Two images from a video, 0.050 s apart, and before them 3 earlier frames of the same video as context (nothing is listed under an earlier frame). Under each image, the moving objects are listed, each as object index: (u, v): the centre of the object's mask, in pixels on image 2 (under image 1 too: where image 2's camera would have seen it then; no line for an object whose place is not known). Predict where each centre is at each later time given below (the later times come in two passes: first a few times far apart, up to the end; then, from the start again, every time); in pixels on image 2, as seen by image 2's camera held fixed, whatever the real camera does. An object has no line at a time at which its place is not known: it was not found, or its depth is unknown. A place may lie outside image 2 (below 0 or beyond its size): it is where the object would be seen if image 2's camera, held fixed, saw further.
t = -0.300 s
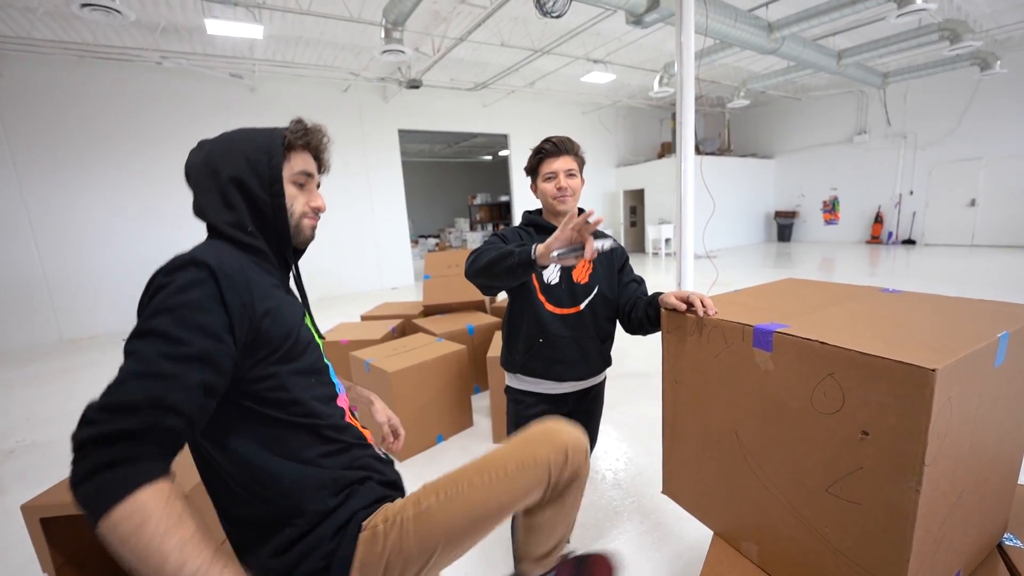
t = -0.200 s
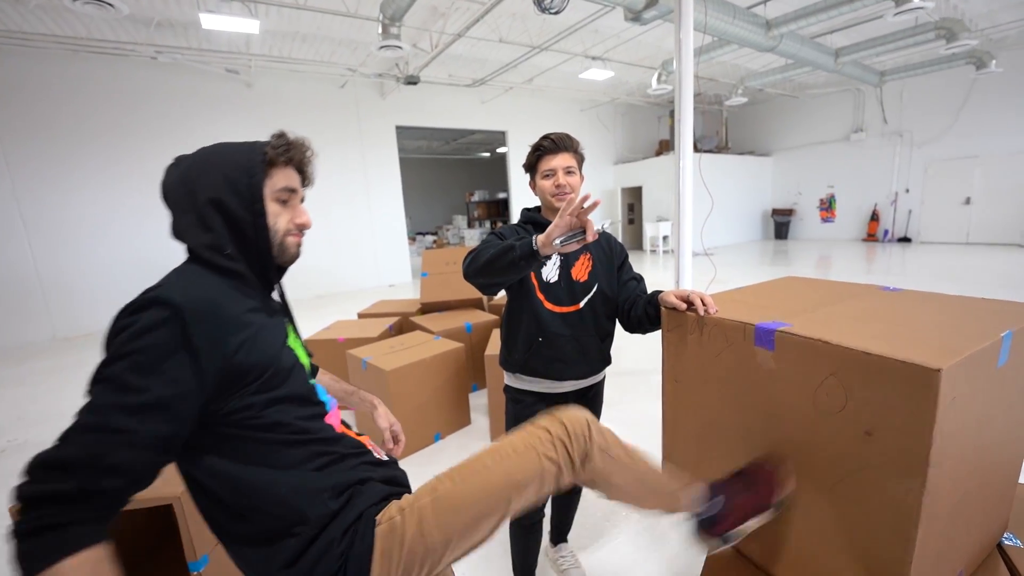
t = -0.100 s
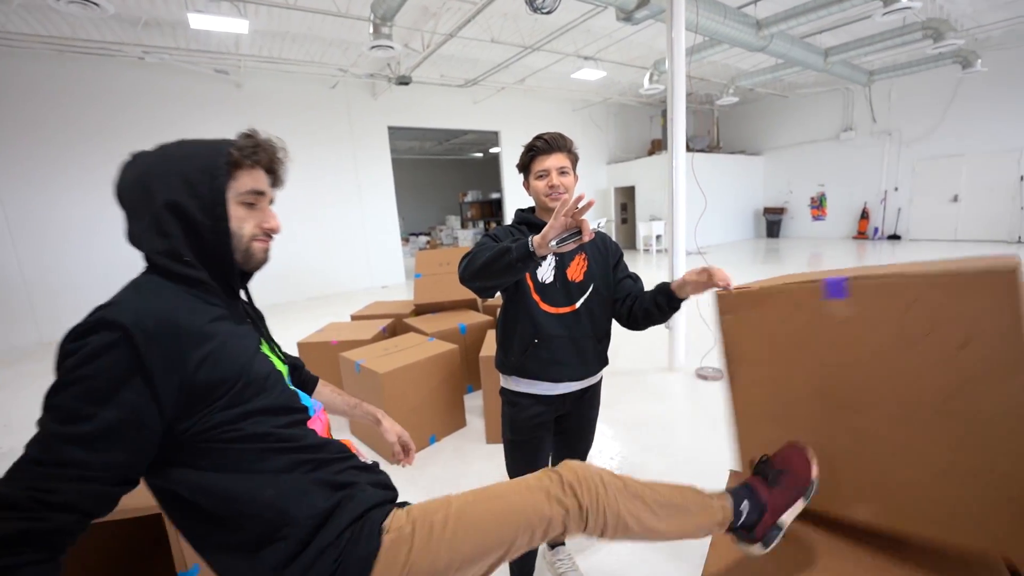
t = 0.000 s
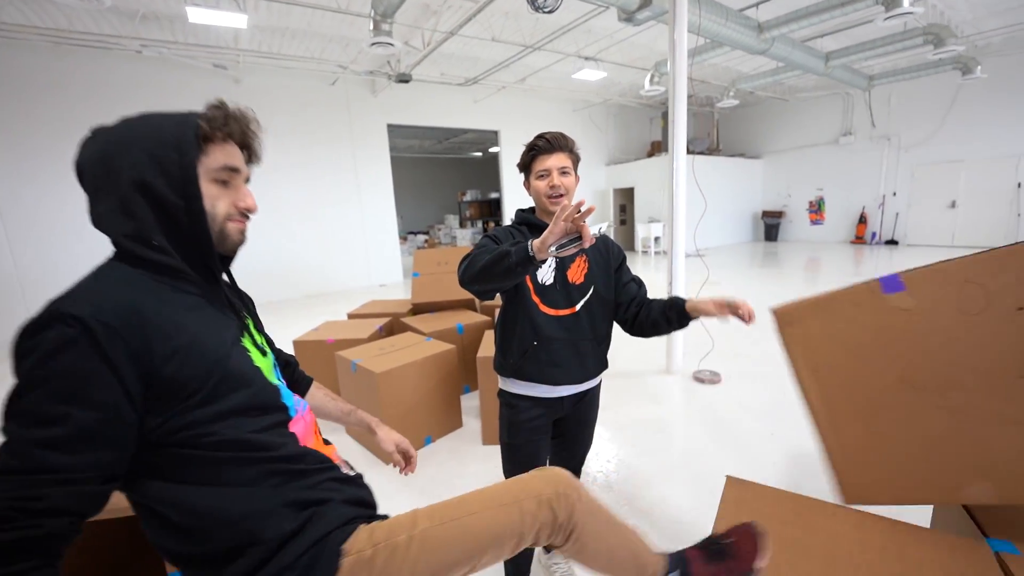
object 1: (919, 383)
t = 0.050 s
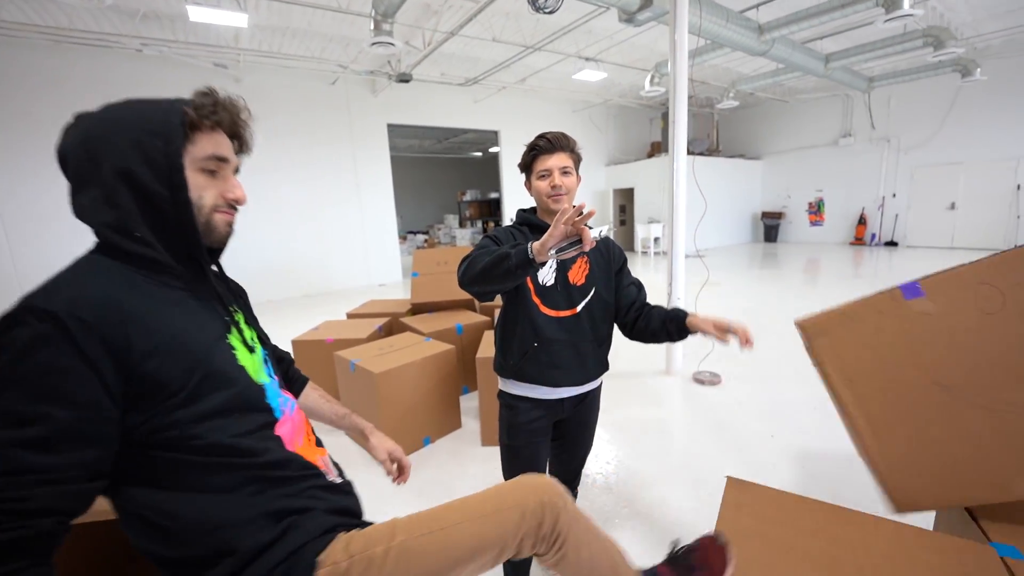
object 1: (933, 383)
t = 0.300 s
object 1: (915, 399)
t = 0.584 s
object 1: (900, 418)
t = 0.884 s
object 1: (871, 413)
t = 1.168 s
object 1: (866, 412)
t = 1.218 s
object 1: (864, 412)
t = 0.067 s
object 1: (934, 384)
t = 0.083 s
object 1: (934, 384)
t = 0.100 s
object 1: (932, 380)
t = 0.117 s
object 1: (929, 375)
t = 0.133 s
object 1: (927, 371)
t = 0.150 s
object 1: (925, 368)
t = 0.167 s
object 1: (923, 368)
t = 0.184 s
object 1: (921, 369)
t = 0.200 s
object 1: (921, 373)
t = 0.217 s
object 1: (920, 377)
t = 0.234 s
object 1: (919, 381)
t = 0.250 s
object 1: (917, 384)
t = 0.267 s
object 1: (916, 389)
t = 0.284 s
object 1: (915, 394)
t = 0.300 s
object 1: (915, 399)
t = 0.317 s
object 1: (914, 404)
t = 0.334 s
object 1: (914, 410)
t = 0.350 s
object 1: (912, 416)
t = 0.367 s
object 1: (911, 423)
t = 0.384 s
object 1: (910, 429)
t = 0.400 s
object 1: (909, 435)
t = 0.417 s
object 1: (908, 437)
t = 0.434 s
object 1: (907, 436)
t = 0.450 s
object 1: (906, 433)
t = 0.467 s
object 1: (905, 430)
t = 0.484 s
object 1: (904, 427)
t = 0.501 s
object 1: (904, 424)
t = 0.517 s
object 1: (903, 423)
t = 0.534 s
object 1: (903, 421)
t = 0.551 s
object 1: (902, 420)
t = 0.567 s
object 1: (901, 419)
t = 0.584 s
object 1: (900, 418)
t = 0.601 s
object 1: (898, 417)
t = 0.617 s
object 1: (896, 416)
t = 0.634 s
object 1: (895, 414)
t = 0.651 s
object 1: (893, 413)
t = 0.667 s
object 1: (892, 412)
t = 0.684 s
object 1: (890, 412)
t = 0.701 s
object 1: (888, 412)
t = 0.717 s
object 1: (886, 412)
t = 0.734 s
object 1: (884, 412)
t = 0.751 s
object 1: (882, 412)
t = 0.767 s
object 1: (880, 412)
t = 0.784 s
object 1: (878, 413)
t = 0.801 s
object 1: (877, 413)
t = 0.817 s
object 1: (876, 413)
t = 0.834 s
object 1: (875, 413)
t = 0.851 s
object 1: (874, 413)
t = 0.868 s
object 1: (873, 414)
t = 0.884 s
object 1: (871, 413)
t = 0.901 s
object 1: (870, 412)
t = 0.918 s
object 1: (869, 412)
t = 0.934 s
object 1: (869, 412)
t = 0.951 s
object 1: (869, 412)
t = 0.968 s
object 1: (868, 411)
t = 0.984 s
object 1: (868, 411)
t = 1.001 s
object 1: (867, 411)
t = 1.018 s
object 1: (866, 411)
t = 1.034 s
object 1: (866, 411)
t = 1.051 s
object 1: (866, 411)
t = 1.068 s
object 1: (867, 411)
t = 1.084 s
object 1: (866, 411)
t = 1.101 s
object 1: (866, 411)
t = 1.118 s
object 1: (866, 411)
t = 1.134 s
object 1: (866, 411)
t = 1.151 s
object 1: (866, 411)
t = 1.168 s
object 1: (866, 412)
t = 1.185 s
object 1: (866, 412)
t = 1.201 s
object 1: (865, 412)
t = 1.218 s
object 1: (864, 412)
